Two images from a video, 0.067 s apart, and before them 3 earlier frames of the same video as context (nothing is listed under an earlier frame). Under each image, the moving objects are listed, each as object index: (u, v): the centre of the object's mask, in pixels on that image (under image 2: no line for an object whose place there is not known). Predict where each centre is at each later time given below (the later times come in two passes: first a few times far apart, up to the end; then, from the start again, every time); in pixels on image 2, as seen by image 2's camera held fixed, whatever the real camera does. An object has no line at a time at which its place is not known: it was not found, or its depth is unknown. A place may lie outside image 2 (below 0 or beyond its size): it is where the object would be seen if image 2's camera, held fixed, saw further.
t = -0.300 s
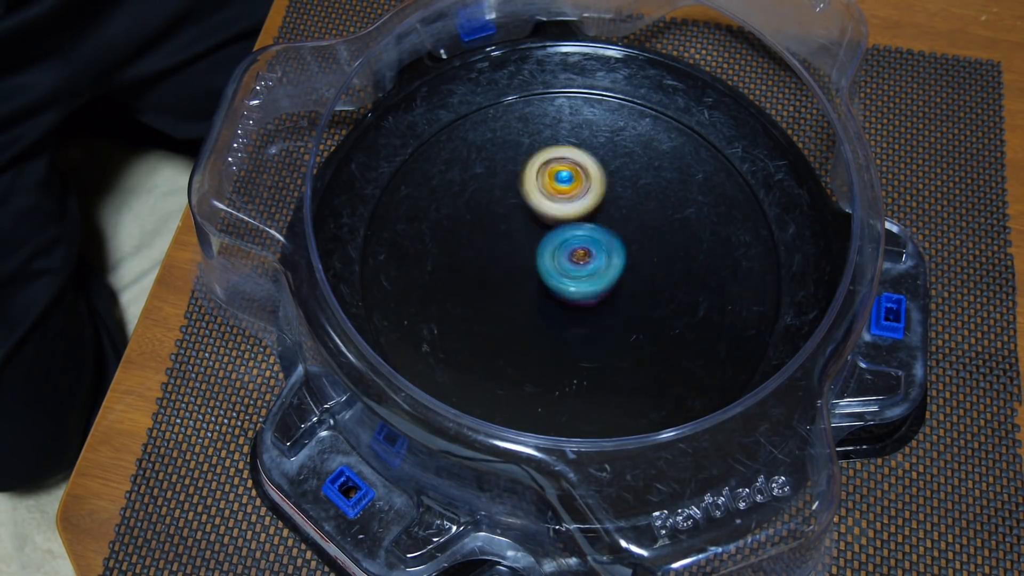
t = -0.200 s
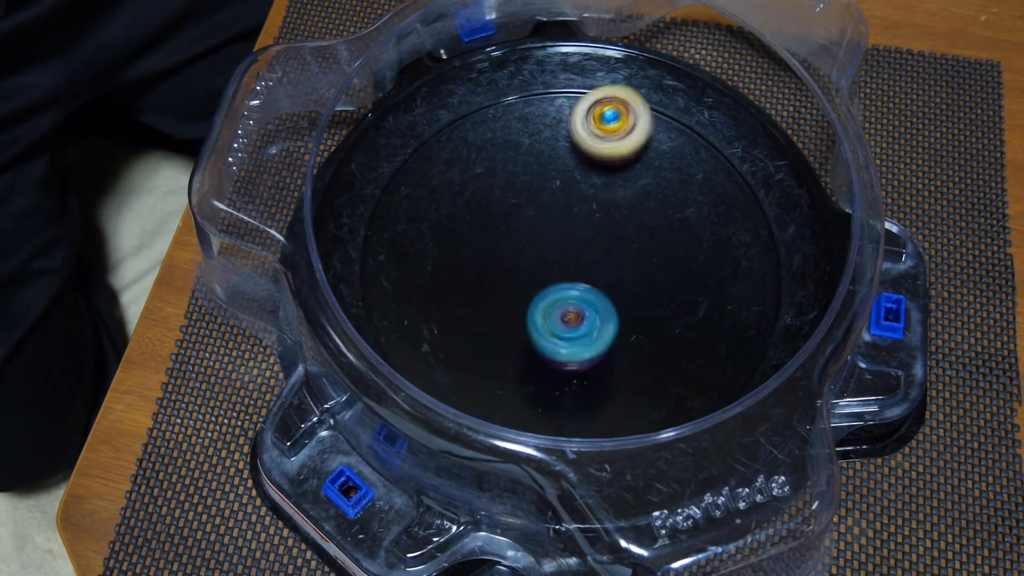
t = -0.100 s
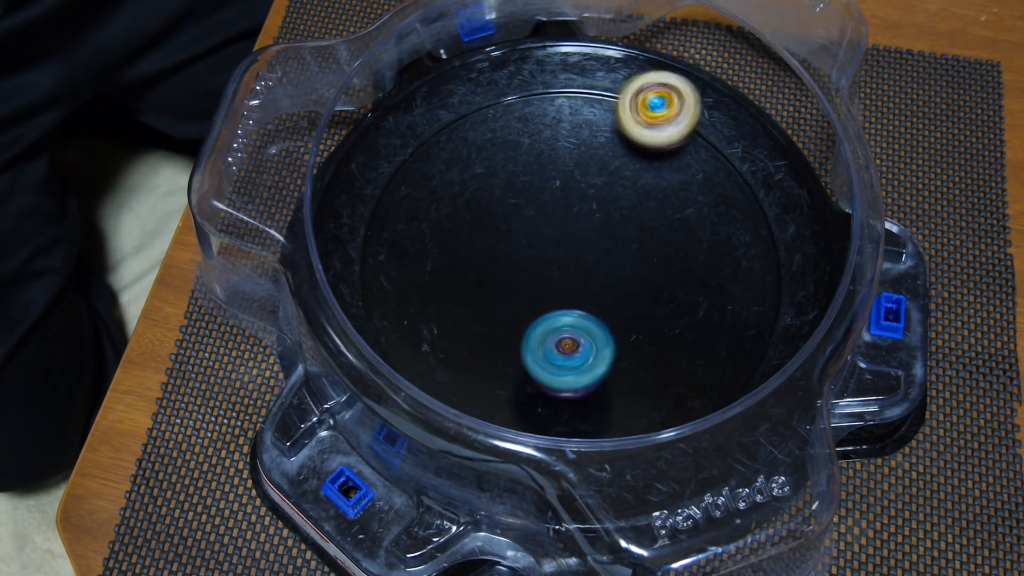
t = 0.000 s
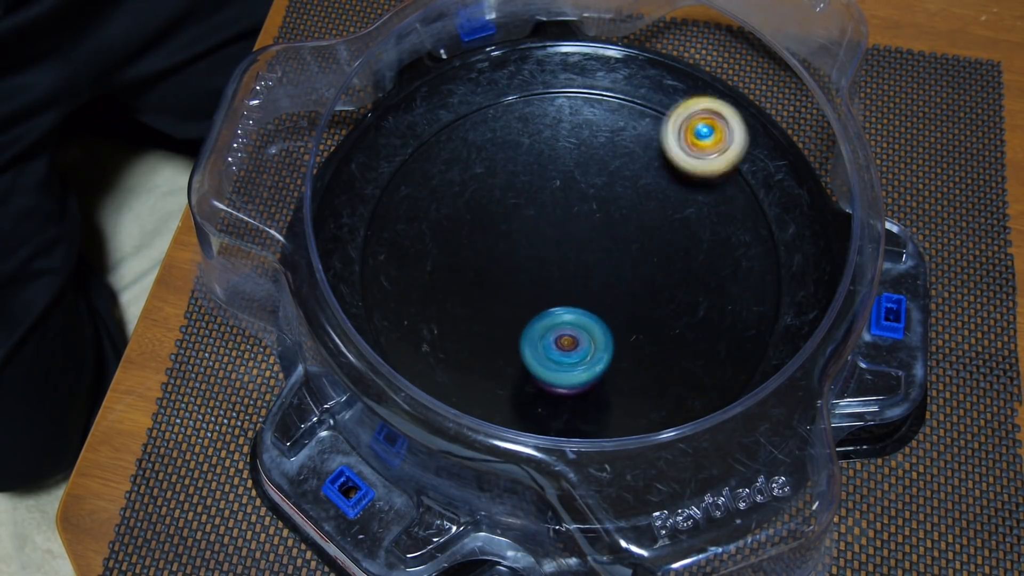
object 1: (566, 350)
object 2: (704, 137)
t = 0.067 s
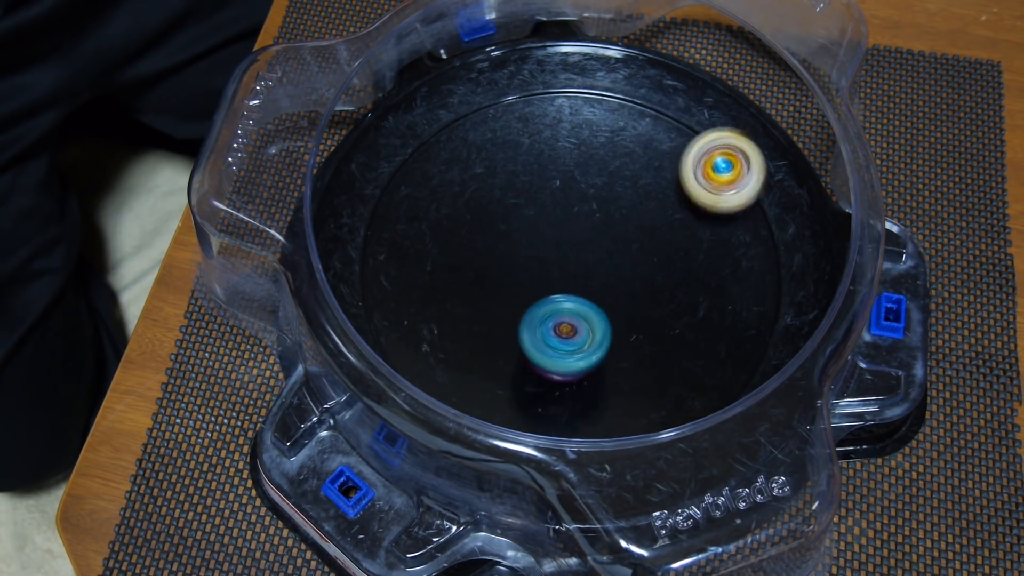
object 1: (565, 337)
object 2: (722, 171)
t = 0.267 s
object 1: (558, 279)
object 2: (672, 286)
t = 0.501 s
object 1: (531, 224)
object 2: (559, 331)
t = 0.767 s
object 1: (546, 225)
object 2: (466, 283)
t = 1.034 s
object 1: (610, 228)
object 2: (515, 199)
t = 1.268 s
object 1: (751, 261)
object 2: (572, 221)
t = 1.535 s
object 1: (677, 271)
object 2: (522, 298)
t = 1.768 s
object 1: (568, 305)
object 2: (478, 224)
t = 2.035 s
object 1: (561, 335)
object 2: (585, 201)
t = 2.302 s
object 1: (560, 295)
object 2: (665, 276)
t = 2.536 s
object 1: (560, 244)
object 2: (632, 347)
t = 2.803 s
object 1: (583, 214)
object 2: (530, 287)
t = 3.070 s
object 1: (655, 196)
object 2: (496, 212)
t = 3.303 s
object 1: (668, 251)
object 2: (589, 205)
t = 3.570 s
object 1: (637, 317)
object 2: (564, 256)
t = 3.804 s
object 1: (554, 312)
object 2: (520, 230)
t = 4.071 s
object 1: (522, 263)
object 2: (592, 217)
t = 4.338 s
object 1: (543, 217)
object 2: (624, 306)
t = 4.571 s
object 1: (604, 213)
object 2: (542, 305)
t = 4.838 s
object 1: (648, 251)
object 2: (557, 215)
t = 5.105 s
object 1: (619, 306)
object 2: (648, 221)
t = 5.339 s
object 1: (567, 321)
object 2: (643, 251)
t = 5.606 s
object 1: (522, 269)
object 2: (593, 215)
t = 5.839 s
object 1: (529, 222)
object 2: (627, 189)
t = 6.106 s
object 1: (540, 200)
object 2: (660, 272)
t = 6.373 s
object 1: (554, 226)
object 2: (618, 341)
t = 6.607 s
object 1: (573, 241)
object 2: (539, 331)
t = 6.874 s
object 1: (596, 237)
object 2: (493, 269)
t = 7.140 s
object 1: (632, 250)
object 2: (531, 209)
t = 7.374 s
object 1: (642, 293)
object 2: (592, 207)
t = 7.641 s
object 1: (606, 341)
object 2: (587, 222)
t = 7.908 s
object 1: (565, 293)
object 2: (567, 197)
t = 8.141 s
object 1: (567, 277)
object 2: (582, 170)
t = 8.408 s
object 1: (599, 313)
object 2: (592, 195)
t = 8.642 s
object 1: (593, 335)
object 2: (560, 237)
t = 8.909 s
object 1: (574, 319)
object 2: (521, 232)
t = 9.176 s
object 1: (605, 285)
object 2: (554, 219)
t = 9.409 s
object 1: (641, 295)
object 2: (580, 229)
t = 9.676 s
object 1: (632, 313)
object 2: (556, 224)
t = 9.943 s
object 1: (598, 275)
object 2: (535, 206)
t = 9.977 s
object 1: (600, 271)
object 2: (533, 204)
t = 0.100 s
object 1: (563, 329)
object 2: (725, 191)
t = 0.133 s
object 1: (562, 319)
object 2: (723, 212)
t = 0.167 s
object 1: (560, 309)
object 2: (716, 233)
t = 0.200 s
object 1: (559, 299)
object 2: (704, 253)
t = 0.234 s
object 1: (559, 289)
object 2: (690, 271)
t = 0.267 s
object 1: (558, 279)
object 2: (672, 286)
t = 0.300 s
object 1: (557, 271)
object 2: (653, 299)
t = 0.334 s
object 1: (556, 263)
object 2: (632, 308)
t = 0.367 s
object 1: (553, 255)
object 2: (614, 313)
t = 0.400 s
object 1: (545, 246)
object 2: (602, 321)
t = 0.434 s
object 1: (538, 237)
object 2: (588, 327)
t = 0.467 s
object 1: (533, 229)
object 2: (573, 330)
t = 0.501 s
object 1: (531, 224)
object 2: (559, 331)
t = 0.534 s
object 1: (530, 220)
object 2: (545, 331)
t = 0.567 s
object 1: (530, 218)
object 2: (531, 329)
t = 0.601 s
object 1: (531, 217)
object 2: (517, 325)
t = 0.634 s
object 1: (534, 218)
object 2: (504, 320)
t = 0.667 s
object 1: (536, 219)
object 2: (492, 314)
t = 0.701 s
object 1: (540, 221)
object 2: (481, 305)
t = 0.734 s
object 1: (543, 223)
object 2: (473, 295)
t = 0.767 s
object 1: (546, 225)
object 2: (466, 283)
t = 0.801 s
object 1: (549, 227)
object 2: (463, 269)
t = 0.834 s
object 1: (552, 228)
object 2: (464, 257)
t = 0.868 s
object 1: (556, 230)
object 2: (468, 243)
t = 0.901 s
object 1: (568, 229)
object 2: (469, 231)
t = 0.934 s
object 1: (582, 228)
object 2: (475, 220)
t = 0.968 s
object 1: (593, 228)
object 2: (484, 209)
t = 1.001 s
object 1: (603, 228)
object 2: (498, 202)
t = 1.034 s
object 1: (610, 228)
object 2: (515, 199)
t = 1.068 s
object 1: (617, 229)
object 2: (534, 197)
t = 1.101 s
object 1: (639, 237)
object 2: (539, 195)
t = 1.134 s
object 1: (666, 244)
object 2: (542, 193)
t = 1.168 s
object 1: (692, 250)
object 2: (550, 196)
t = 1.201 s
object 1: (715, 255)
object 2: (558, 201)
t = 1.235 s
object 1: (735, 259)
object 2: (566, 211)
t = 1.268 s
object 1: (751, 261)
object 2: (572, 221)
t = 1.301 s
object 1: (763, 262)
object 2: (576, 234)
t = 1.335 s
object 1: (765, 263)
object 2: (576, 247)
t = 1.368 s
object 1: (759, 265)
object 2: (573, 261)
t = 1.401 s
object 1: (747, 267)
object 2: (568, 272)
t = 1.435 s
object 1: (733, 268)
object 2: (558, 283)
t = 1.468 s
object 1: (717, 269)
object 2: (548, 291)
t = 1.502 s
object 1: (698, 270)
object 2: (534, 296)
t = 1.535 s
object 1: (677, 271)
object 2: (522, 298)
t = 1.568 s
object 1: (654, 273)
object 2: (509, 295)
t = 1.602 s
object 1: (630, 276)
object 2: (499, 289)
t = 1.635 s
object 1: (608, 280)
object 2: (491, 279)
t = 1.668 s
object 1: (585, 284)
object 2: (490, 269)
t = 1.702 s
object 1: (567, 289)
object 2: (490, 255)
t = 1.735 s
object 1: (567, 297)
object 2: (480, 238)
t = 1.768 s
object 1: (568, 305)
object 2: (478, 224)
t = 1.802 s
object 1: (568, 314)
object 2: (481, 212)
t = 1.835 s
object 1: (566, 321)
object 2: (491, 203)
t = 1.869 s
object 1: (565, 329)
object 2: (503, 197)
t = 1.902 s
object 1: (563, 335)
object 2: (518, 194)
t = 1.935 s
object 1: (562, 339)
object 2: (535, 193)
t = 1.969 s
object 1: (561, 339)
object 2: (551, 193)
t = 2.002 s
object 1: (561, 338)
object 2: (568, 196)
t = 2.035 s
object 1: (561, 335)
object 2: (585, 201)
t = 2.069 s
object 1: (559, 332)
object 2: (600, 207)
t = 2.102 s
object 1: (558, 329)
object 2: (614, 215)
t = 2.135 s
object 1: (557, 323)
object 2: (627, 223)
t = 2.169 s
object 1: (558, 319)
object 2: (637, 232)
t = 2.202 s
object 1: (560, 314)
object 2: (647, 242)
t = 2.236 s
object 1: (560, 308)
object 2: (655, 253)
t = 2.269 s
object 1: (560, 302)
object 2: (661, 264)
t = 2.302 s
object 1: (560, 295)
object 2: (665, 276)
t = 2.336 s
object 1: (559, 289)
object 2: (668, 288)
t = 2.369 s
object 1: (560, 284)
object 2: (669, 299)
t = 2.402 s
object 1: (560, 277)
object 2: (667, 311)
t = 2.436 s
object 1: (559, 268)
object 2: (662, 323)
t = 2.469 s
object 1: (559, 259)
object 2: (655, 333)
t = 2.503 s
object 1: (559, 250)
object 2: (646, 341)
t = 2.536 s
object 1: (560, 244)
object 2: (632, 347)
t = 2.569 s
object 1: (562, 236)
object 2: (617, 350)
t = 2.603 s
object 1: (564, 229)
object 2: (602, 350)
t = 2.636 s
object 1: (566, 223)
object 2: (586, 345)
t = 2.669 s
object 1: (569, 220)
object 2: (569, 337)
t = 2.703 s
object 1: (572, 218)
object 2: (556, 327)
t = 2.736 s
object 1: (576, 216)
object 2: (546, 315)
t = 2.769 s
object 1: (580, 214)
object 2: (538, 301)
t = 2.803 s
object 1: (583, 214)
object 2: (530, 287)
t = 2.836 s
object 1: (587, 215)
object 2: (525, 273)
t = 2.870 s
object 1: (601, 208)
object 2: (514, 269)
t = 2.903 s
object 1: (615, 199)
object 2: (506, 264)
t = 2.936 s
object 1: (625, 195)
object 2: (499, 256)
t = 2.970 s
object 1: (634, 192)
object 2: (494, 245)
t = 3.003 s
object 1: (643, 193)
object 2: (491, 234)
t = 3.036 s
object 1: (650, 193)
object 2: (492, 223)
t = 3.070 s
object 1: (655, 196)
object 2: (496, 212)
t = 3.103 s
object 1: (660, 200)
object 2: (504, 203)
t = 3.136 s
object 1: (664, 208)
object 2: (514, 196)
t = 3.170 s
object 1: (668, 214)
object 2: (527, 191)
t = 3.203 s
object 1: (669, 222)
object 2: (542, 190)
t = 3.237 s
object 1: (669, 231)
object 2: (558, 192)
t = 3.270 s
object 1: (668, 242)
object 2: (574, 198)
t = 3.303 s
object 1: (668, 251)
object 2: (589, 205)
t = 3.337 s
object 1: (668, 261)
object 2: (598, 213)
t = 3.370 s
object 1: (672, 274)
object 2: (600, 219)
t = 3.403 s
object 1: (672, 287)
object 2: (600, 226)
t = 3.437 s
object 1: (670, 294)
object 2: (596, 233)
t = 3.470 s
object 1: (664, 302)
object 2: (591, 241)
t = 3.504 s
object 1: (656, 308)
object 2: (584, 247)
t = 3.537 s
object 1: (647, 314)
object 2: (575, 252)
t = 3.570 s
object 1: (637, 317)
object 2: (564, 256)
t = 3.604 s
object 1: (624, 320)
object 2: (554, 257)
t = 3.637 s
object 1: (612, 322)
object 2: (543, 256)
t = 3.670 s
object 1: (600, 323)
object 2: (534, 253)
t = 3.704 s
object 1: (587, 321)
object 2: (526, 249)
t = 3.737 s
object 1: (575, 319)
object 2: (520, 242)
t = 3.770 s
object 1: (563, 315)
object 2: (519, 236)
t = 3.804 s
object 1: (554, 312)
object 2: (520, 230)
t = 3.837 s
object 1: (543, 305)
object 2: (524, 224)
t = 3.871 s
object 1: (537, 303)
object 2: (529, 216)
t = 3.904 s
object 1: (533, 300)
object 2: (536, 208)
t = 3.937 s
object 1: (530, 295)
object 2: (545, 204)
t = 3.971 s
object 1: (526, 288)
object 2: (557, 202)
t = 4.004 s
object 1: (523, 279)
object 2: (569, 204)
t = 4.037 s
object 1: (523, 273)
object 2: (582, 209)
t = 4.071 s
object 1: (522, 263)
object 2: (592, 217)
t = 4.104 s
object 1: (522, 255)
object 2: (602, 228)
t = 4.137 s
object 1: (520, 249)
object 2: (613, 237)
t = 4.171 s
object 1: (520, 242)
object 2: (622, 248)
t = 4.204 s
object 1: (521, 236)
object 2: (628, 260)
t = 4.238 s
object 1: (524, 230)
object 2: (632, 272)
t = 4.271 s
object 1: (531, 227)
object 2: (632, 284)
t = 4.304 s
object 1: (536, 221)
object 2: (629, 295)
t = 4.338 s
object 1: (543, 217)
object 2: (624, 306)
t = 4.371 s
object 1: (552, 215)
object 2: (616, 315)
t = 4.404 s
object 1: (560, 211)
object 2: (605, 322)
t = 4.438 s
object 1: (569, 210)
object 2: (592, 325)
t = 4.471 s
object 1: (578, 210)
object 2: (578, 325)
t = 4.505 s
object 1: (588, 209)
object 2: (564, 322)
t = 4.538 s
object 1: (596, 210)
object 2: (552, 315)
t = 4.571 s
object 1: (604, 213)
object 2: (542, 305)
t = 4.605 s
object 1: (613, 214)
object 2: (535, 295)
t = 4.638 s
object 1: (620, 217)
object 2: (531, 283)
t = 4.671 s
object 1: (627, 223)
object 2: (529, 270)
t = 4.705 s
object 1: (634, 226)
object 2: (530, 257)
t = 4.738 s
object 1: (639, 231)
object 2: (534, 244)
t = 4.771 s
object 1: (642, 239)
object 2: (540, 233)
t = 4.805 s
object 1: (647, 245)
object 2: (548, 223)
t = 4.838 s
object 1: (648, 251)
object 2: (557, 215)
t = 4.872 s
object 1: (648, 259)
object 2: (568, 208)
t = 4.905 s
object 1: (649, 267)
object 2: (579, 203)
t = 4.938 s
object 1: (647, 274)
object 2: (592, 200)
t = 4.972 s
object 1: (643, 282)
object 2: (605, 200)
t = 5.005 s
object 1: (639, 289)
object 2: (618, 202)
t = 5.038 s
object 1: (633, 294)
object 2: (630, 206)
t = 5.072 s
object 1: (625, 301)
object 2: (640, 213)
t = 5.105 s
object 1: (619, 306)
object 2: (648, 221)
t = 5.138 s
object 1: (611, 309)
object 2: (653, 232)
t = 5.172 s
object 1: (602, 312)
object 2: (655, 244)
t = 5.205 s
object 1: (596, 318)
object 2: (655, 249)
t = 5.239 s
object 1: (588, 323)
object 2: (653, 250)
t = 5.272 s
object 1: (580, 324)
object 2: (652, 250)
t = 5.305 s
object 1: (574, 324)
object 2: (649, 251)
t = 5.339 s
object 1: (567, 321)
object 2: (643, 251)
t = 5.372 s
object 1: (558, 316)
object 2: (636, 251)
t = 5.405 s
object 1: (551, 311)
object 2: (630, 251)
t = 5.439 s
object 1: (545, 305)
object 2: (620, 249)
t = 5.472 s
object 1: (539, 297)
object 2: (610, 246)
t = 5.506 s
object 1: (533, 290)
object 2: (603, 240)
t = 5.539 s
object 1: (528, 284)
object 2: (600, 232)
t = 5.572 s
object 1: (524, 276)
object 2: (596, 223)
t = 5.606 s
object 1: (522, 269)
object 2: (593, 215)
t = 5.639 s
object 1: (523, 261)
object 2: (593, 208)
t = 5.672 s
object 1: (523, 252)
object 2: (594, 201)
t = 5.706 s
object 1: (525, 244)
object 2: (596, 195)
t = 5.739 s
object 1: (529, 237)
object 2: (599, 192)
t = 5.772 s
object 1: (529, 230)
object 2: (607, 190)
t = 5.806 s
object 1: (527, 227)
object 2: (617, 188)
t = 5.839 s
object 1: (529, 222)
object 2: (627, 189)
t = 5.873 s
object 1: (533, 219)
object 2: (637, 193)
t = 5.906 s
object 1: (537, 216)
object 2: (644, 200)
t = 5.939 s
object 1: (543, 213)
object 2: (648, 210)
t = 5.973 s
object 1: (549, 211)
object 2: (648, 221)
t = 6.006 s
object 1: (556, 211)
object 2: (646, 232)
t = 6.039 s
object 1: (557, 207)
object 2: (646, 244)
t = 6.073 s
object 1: (546, 202)
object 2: (657, 260)
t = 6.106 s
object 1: (540, 200)
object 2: (660, 272)
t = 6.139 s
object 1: (537, 198)
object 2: (661, 283)
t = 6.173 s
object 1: (537, 201)
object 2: (661, 294)
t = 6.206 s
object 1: (538, 203)
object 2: (658, 304)
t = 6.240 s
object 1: (540, 207)
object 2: (655, 315)
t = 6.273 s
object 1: (544, 212)
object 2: (647, 324)
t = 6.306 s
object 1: (546, 215)
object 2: (639, 330)
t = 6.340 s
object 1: (550, 221)
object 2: (630, 337)
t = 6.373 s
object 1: (554, 226)
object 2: (618, 341)
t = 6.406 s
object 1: (557, 231)
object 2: (607, 343)
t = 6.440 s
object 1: (560, 237)
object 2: (592, 342)
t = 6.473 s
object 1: (563, 242)
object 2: (582, 339)
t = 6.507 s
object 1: (566, 248)
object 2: (568, 334)
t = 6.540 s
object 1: (569, 250)
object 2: (560, 333)
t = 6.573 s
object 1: (571, 244)
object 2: (548, 333)
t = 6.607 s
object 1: (573, 241)
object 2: (539, 331)
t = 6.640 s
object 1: (575, 240)
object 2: (529, 326)
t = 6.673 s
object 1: (575, 241)
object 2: (522, 320)
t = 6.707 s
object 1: (575, 243)
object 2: (515, 311)
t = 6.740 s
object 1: (575, 244)
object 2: (512, 302)
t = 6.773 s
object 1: (581, 242)
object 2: (505, 294)
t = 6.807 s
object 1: (589, 239)
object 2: (498, 287)
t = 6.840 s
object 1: (592, 237)
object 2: (494, 278)
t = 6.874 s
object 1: (596, 237)
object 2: (493, 269)
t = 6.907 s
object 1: (596, 236)
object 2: (495, 260)
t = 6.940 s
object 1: (598, 236)
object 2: (499, 250)
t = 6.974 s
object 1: (599, 235)
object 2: (506, 242)
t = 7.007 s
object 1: (603, 237)
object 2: (512, 234)
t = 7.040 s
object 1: (615, 241)
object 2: (513, 227)
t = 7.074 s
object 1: (622, 244)
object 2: (516, 220)
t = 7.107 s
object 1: (628, 247)
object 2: (523, 213)
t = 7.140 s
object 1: (632, 250)
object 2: (531, 209)
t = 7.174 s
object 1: (635, 253)
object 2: (540, 206)
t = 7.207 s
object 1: (636, 256)
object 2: (550, 204)
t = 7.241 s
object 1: (637, 260)
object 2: (560, 205)
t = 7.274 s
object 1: (638, 264)
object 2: (573, 207)
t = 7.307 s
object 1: (639, 273)
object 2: (579, 208)
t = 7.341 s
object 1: (644, 284)
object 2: (585, 206)
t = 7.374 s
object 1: (642, 293)
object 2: (592, 207)
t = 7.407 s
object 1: (641, 299)
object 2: (596, 211)
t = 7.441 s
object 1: (637, 304)
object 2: (602, 216)
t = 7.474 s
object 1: (633, 309)
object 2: (605, 223)
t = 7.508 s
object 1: (626, 311)
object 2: (605, 230)
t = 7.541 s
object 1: (620, 315)
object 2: (604, 236)
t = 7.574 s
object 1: (618, 327)
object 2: (598, 234)
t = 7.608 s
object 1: (611, 338)
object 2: (593, 227)
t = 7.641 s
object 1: (606, 341)
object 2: (587, 222)
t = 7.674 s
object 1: (599, 343)
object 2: (581, 217)
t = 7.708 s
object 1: (592, 339)
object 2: (578, 212)
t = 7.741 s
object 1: (585, 336)
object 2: (575, 207)
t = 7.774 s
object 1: (580, 329)
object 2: (571, 202)
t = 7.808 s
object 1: (575, 323)
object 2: (570, 199)
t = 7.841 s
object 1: (571, 313)
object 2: (568, 197)
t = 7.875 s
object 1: (567, 305)
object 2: (567, 196)
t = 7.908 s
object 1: (565, 293)
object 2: (567, 197)
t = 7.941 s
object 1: (563, 284)
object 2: (567, 200)
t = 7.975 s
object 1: (561, 281)
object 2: (566, 193)
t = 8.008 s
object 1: (561, 285)
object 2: (568, 185)
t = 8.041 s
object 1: (559, 283)
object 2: (570, 179)
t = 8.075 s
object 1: (561, 282)
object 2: (572, 174)
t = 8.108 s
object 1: (564, 280)
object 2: (577, 171)
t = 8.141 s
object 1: (567, 277)
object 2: (582, 170)
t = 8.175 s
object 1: (572, 274)
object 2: (587, 171)
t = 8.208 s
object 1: (577, 273)
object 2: (591, 177)
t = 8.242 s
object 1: (581, 272)
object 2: (593, 184)
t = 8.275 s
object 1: (586, 272)
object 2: (596, 192)
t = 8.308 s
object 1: (586, 284)
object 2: (594, 192)
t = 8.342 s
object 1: (592, 296)
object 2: (594, 190)
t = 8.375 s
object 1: (594, 307)
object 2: (593, 192)
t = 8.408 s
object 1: (599, 313)
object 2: (592, 195)
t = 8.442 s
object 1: (600, 320)
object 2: (591, 200)
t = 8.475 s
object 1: (602, 324)
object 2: (586, 206)
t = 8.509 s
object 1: (601, 329)
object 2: (583, 212)
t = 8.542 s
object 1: (601, 331)
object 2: (578, 219)
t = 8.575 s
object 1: (599, 335)
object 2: (572, 224)
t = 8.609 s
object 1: (597, 334)
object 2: (565, 231)
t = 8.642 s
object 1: (593, 335)
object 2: (560, 237)
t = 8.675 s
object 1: (589, 332)
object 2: (555, 243)
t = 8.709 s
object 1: (586, 330)
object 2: (550, 249)
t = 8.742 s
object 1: (581, 330)
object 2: (543, 250)
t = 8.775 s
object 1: (580, 333)
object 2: (536, 247)
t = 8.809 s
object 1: (577, 333)
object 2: (529, 243)
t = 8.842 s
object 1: (575, 329)
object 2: (524, 239)
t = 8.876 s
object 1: (574, 327)
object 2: (521, 236)
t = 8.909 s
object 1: (574, 319)
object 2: (521, 232)
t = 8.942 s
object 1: (575, 314)
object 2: (522, 229)
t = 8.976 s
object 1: (575, 309)
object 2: (525, 227)
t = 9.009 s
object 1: (578, 303)
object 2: (529, 226)
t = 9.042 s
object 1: (581, 298)
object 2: (534, 226)
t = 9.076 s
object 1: (587, 295)
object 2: (538, 224)
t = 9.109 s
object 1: (594, 291)
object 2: (542, 221)
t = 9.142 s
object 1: (599, 289)
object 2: (548, 220)
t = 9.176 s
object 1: (605, 285)
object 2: (554, 219)
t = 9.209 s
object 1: (613, 286)
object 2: (560, 219)
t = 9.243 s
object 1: (620, 284)
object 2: (564, 219)
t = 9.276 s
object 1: (626, 284)
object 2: (570, 221)
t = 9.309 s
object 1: (631, 286)
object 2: (574, 223)
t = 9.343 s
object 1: (635, 289)
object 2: (577, 224)
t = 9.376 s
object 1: (639, 292)
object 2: (578, 226)
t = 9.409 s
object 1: (641, 295)
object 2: (580, 229)
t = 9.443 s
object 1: (642, 296)
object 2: (580, 232)
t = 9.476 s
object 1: (642, 298)
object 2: (582, 235)
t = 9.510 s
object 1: (641, 300)
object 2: (581, 238)
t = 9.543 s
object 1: (646, 310)
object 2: (576, 236)
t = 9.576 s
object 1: (643, 313)
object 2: (570, 233)
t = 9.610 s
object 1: (640, 316)
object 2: (565, 230)
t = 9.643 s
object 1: (635, 317)
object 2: (559, 226)
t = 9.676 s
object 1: (632, 313)
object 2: (556, 224)
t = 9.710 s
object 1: (627, 310)
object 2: (551, 221)
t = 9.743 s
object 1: (619, 308)
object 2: (550, 220)
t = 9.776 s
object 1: (613, 301)
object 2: (547, 219)
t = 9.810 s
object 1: (608, 293)
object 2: (546, 218)
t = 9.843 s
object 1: (600, 285)
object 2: (545, 218)
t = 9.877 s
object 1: (600, 282)
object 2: (540, 214)
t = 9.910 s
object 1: (599, 277)
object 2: (536, 210)
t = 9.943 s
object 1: (598, 275)
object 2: (535, 206)
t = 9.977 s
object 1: (600, 271)
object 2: (533, 204)
